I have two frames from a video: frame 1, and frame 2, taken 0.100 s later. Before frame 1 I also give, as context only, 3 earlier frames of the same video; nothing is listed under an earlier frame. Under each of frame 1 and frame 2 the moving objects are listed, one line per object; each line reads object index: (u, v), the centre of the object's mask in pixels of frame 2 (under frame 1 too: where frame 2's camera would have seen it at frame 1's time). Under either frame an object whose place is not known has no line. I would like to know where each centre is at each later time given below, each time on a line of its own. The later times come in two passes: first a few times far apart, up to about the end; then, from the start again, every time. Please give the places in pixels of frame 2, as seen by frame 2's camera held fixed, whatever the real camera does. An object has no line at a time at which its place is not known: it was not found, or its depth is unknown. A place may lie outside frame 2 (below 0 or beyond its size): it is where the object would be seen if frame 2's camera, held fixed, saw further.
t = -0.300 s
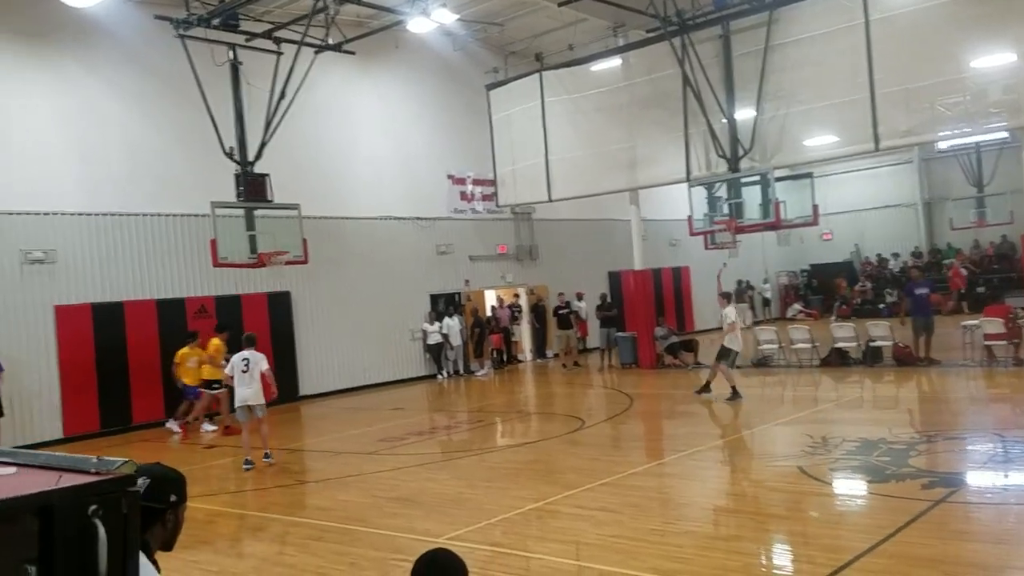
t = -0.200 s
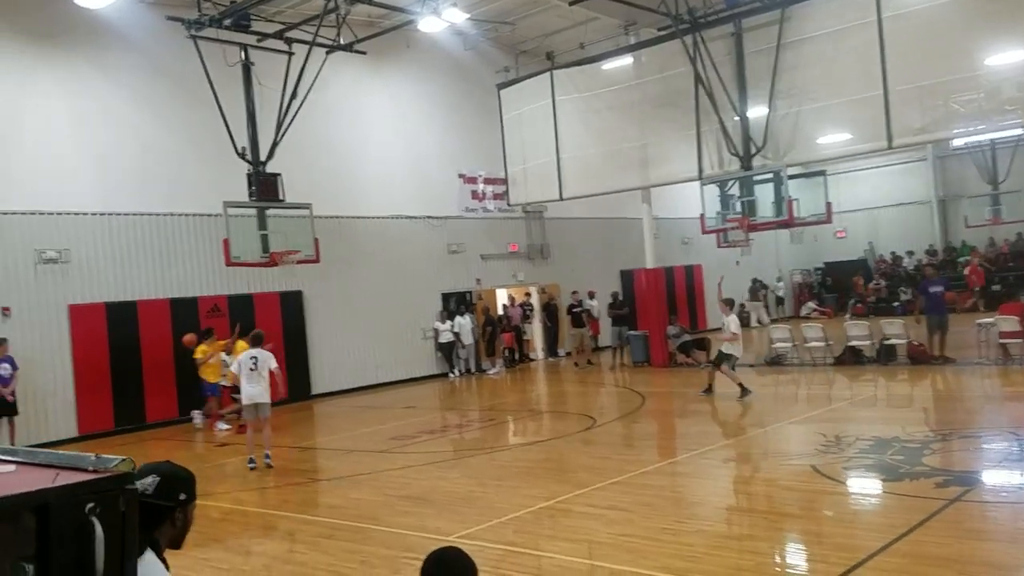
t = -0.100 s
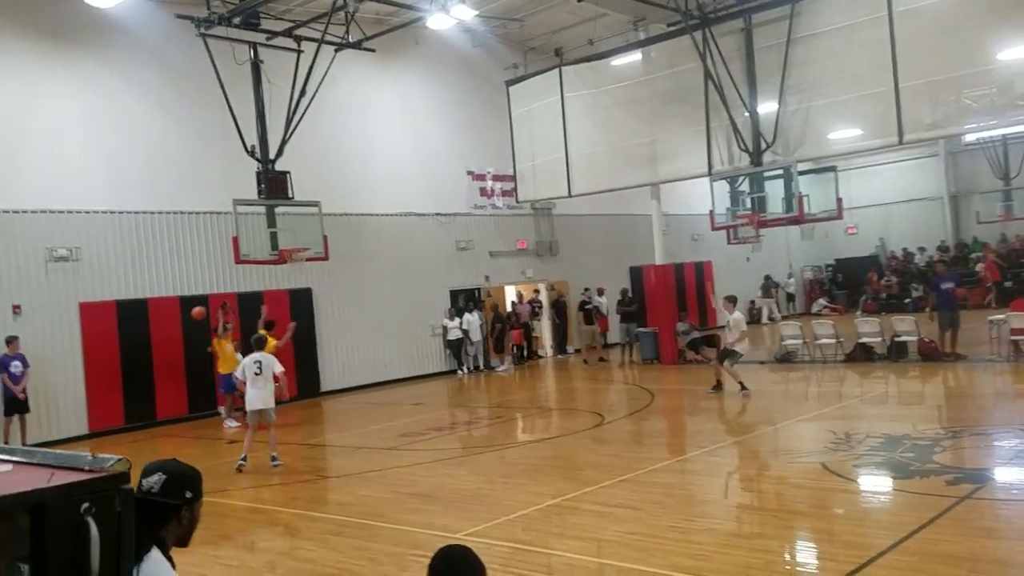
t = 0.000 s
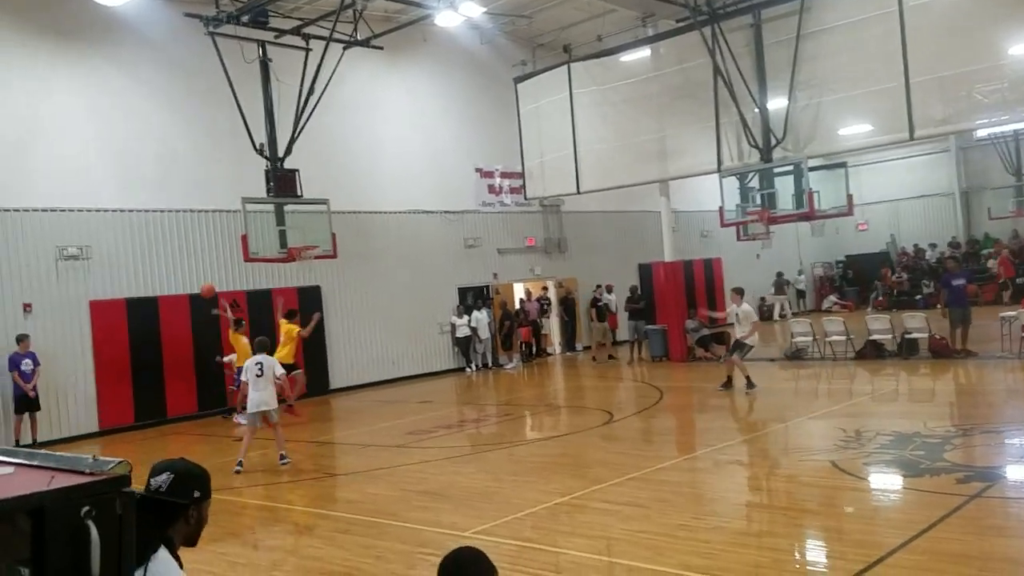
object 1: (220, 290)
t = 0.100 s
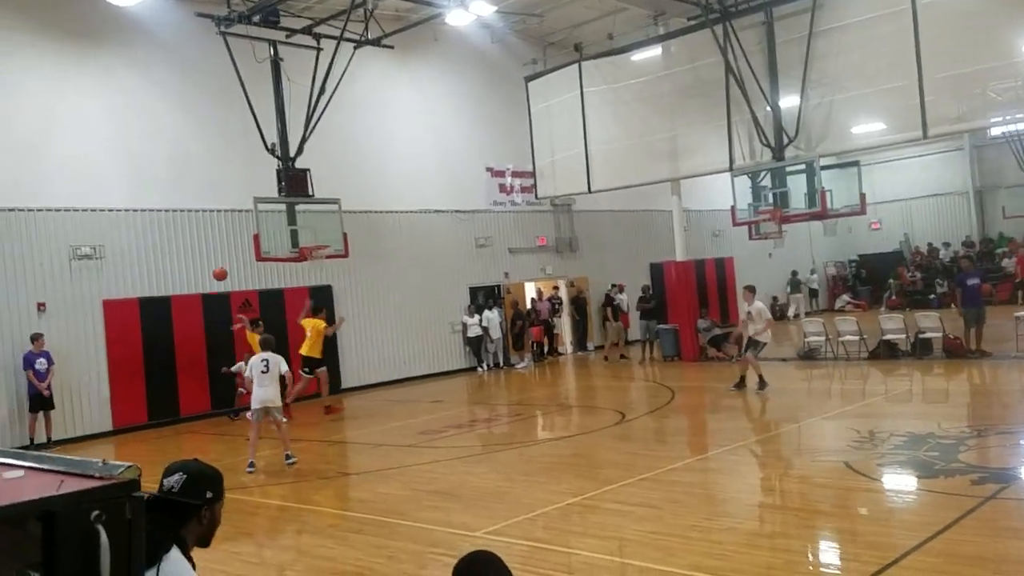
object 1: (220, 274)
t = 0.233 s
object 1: (220, 258)
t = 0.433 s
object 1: (222, 256)
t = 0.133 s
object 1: (219, 269)
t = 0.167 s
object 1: (219, 265)
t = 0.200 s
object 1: (219, 261)
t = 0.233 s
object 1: (220, 258)
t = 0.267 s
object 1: (220, 256)
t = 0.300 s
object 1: (221, 255)
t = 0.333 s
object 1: (221, 254)
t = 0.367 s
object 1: (221, 254)
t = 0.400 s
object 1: (222, 254)
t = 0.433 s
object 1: (222, 256)
